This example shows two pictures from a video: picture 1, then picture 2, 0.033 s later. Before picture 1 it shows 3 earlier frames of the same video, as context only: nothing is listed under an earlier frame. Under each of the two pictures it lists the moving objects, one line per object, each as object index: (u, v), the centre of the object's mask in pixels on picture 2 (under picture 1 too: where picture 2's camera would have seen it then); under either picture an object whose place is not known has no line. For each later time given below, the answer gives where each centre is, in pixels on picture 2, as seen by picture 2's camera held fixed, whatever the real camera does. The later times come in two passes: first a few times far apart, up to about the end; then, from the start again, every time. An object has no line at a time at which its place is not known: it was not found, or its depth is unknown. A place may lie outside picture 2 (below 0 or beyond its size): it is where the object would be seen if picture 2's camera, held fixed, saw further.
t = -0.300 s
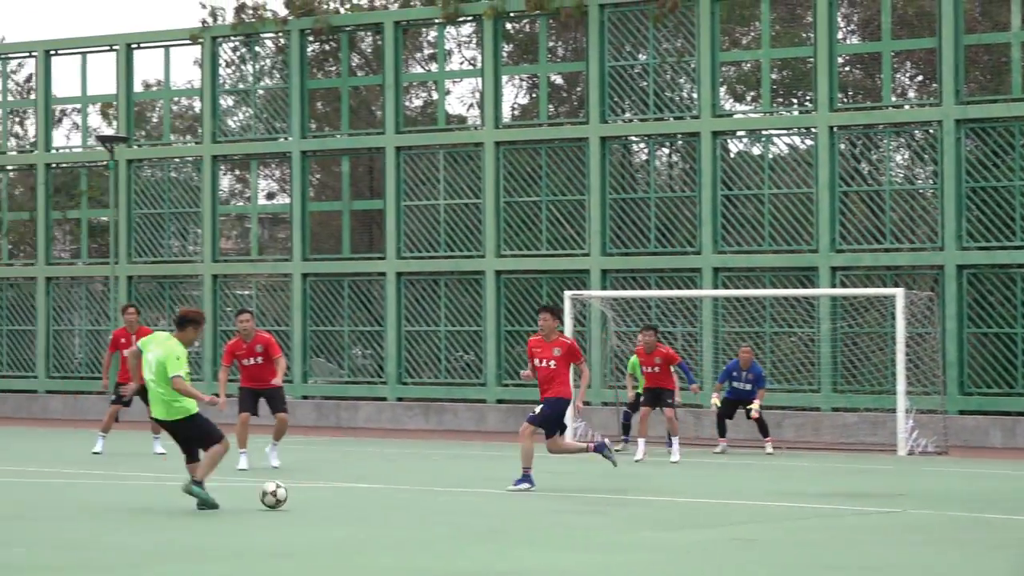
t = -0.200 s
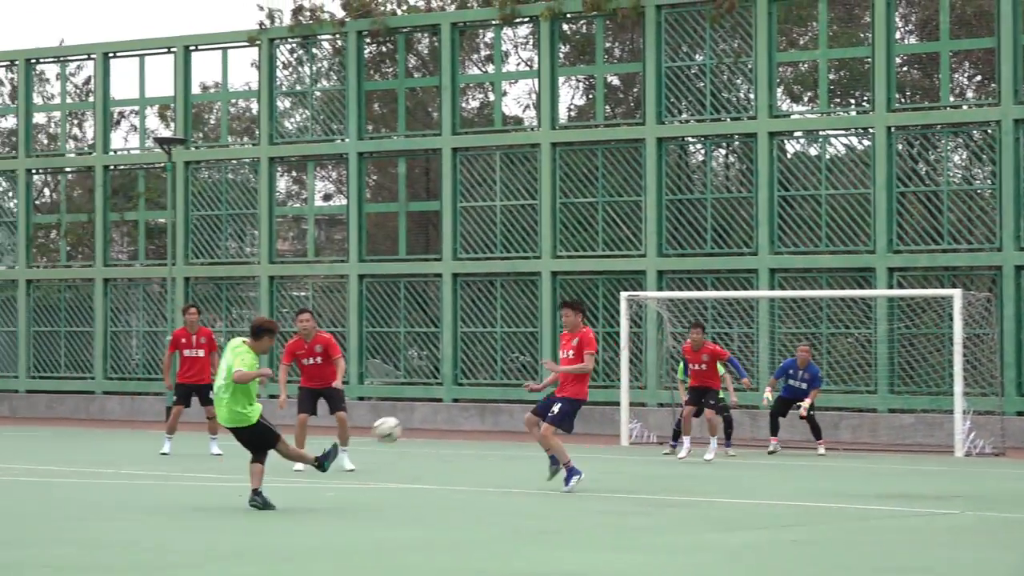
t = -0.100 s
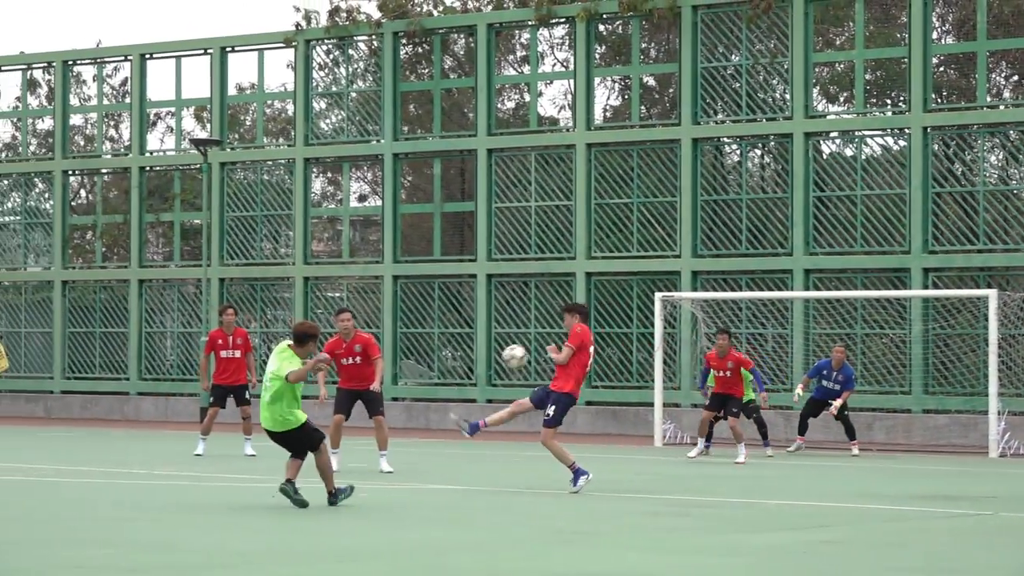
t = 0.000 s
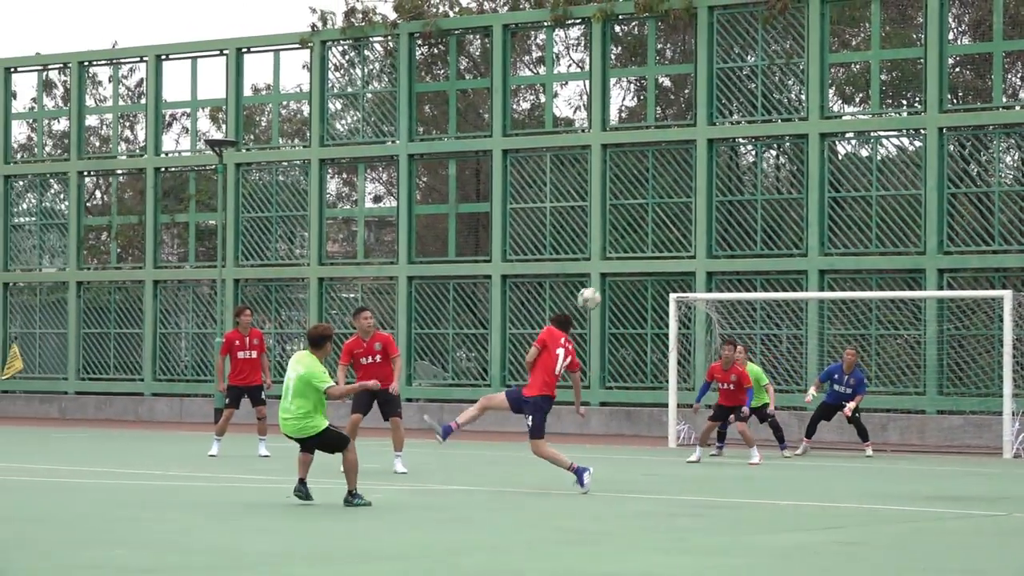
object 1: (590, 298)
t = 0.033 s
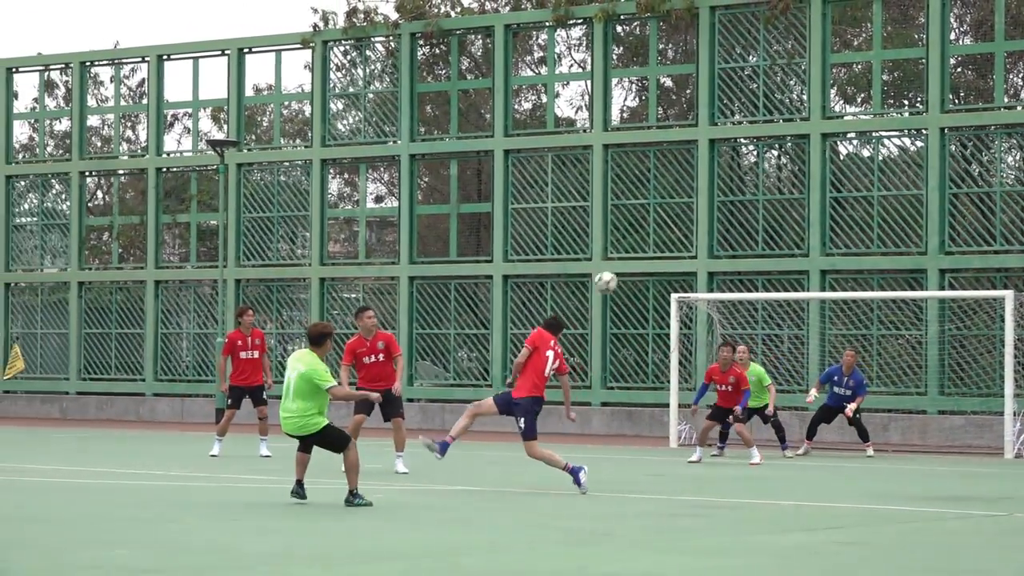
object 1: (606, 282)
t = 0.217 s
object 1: (674, 227)
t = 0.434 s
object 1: (732, 220)
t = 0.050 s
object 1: (613, 274)
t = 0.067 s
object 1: (619, 268)
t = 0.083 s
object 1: (626, 260)
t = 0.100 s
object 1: (633, 256)
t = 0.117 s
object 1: (639, 250)
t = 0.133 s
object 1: (646, 245)
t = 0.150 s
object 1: (652, 240)
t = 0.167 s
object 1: (658, 237)
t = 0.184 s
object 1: (663, 233)
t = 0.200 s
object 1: (669, 230)
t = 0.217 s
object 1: (674, 227)
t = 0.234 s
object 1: (680, 225)
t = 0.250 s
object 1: (685, 222)
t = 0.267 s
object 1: (689, 220)
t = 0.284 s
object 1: (694, 219)
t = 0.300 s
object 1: (698, 218)
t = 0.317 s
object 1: (704, 217)
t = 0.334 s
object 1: (708, 217)
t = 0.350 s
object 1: (712, 217)
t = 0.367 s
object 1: (716, 217)
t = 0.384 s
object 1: (720, 217)
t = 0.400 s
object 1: (724, 218)
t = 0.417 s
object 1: (728, 219)
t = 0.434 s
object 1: (732, 220)
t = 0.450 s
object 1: (735, 222)
